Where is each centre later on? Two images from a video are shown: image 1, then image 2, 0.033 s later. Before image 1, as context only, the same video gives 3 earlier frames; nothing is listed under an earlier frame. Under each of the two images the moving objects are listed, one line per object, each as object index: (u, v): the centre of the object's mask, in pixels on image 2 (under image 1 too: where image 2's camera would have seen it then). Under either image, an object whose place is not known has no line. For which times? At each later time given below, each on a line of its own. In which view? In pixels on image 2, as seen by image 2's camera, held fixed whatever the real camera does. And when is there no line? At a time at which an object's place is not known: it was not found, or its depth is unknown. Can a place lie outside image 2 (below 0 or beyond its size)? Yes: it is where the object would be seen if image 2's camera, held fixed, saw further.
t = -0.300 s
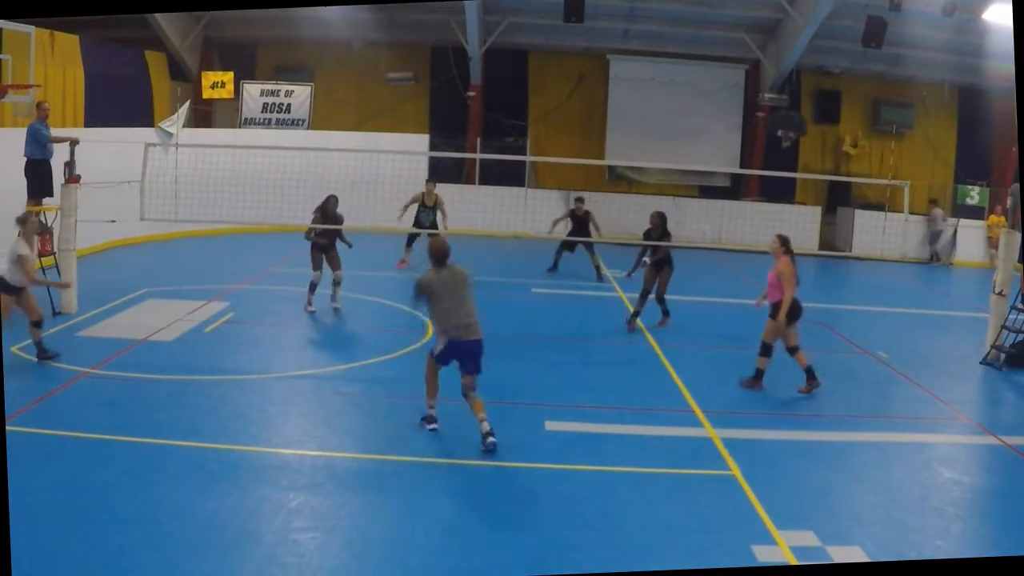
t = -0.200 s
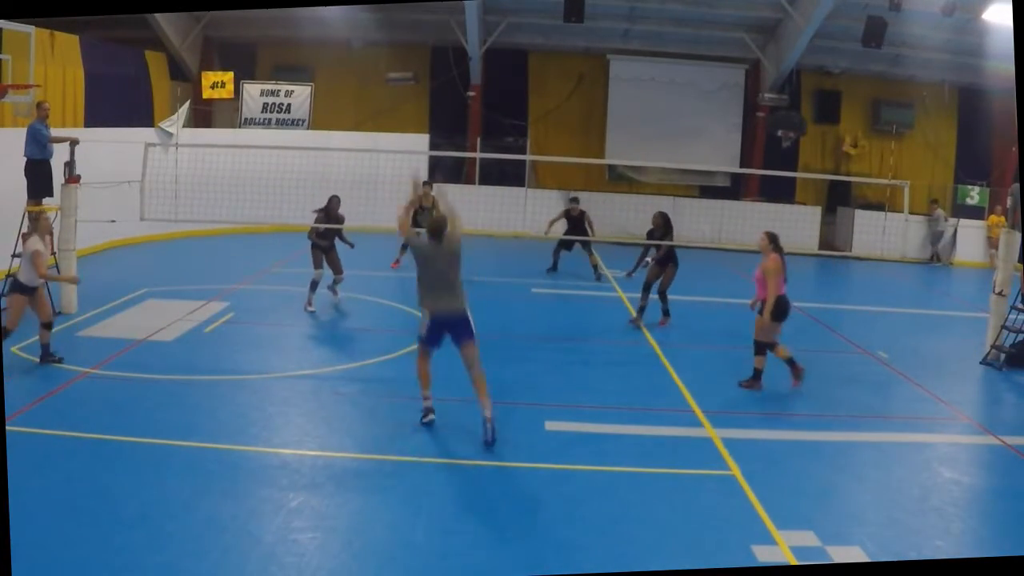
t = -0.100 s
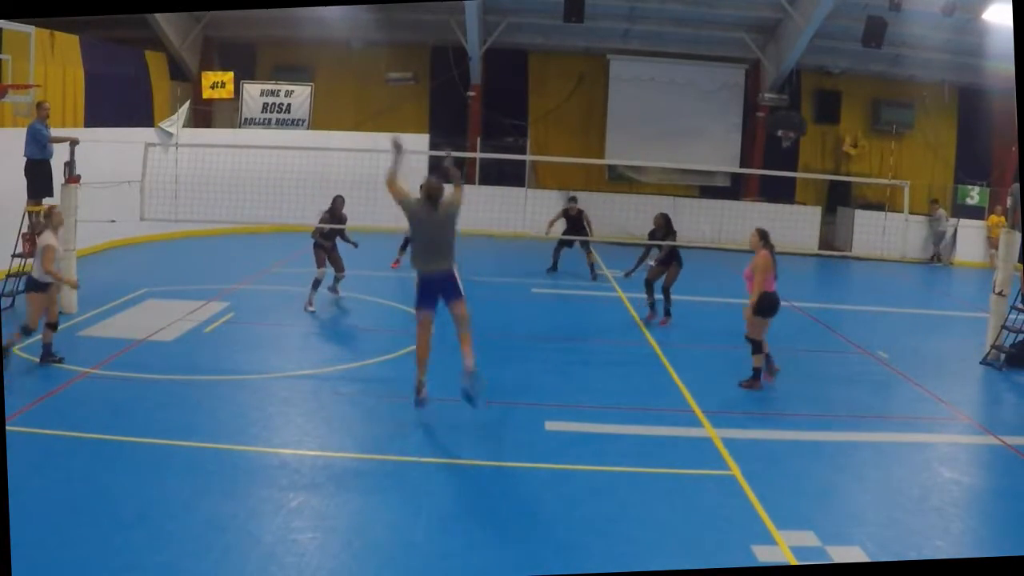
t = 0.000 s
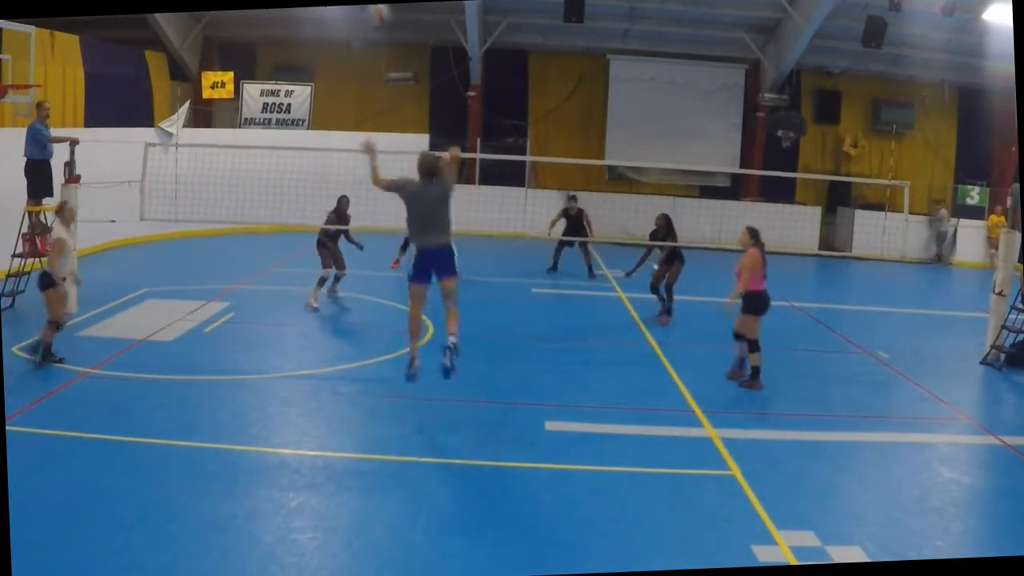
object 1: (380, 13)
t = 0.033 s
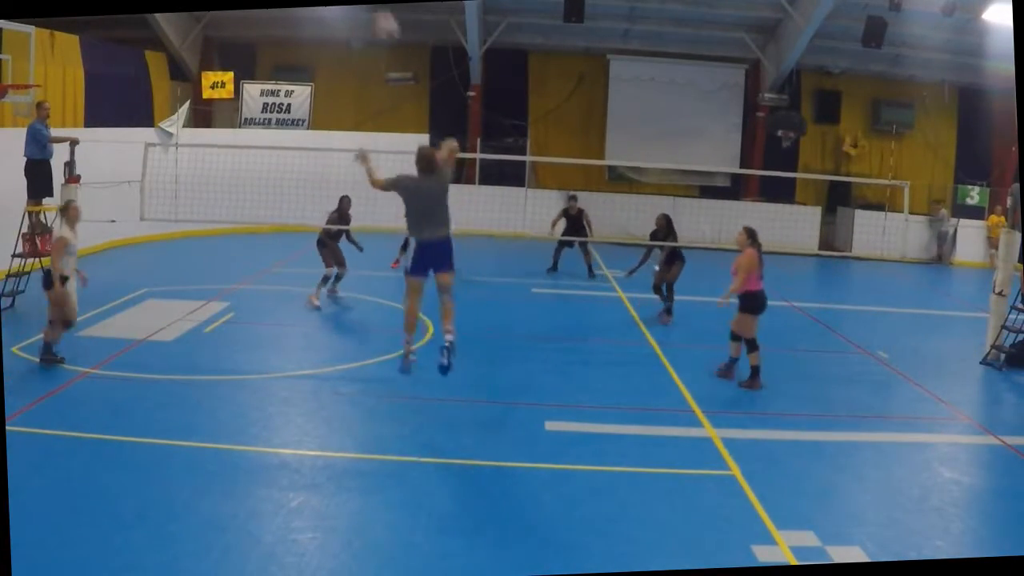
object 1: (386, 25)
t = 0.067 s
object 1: (395, 43)
